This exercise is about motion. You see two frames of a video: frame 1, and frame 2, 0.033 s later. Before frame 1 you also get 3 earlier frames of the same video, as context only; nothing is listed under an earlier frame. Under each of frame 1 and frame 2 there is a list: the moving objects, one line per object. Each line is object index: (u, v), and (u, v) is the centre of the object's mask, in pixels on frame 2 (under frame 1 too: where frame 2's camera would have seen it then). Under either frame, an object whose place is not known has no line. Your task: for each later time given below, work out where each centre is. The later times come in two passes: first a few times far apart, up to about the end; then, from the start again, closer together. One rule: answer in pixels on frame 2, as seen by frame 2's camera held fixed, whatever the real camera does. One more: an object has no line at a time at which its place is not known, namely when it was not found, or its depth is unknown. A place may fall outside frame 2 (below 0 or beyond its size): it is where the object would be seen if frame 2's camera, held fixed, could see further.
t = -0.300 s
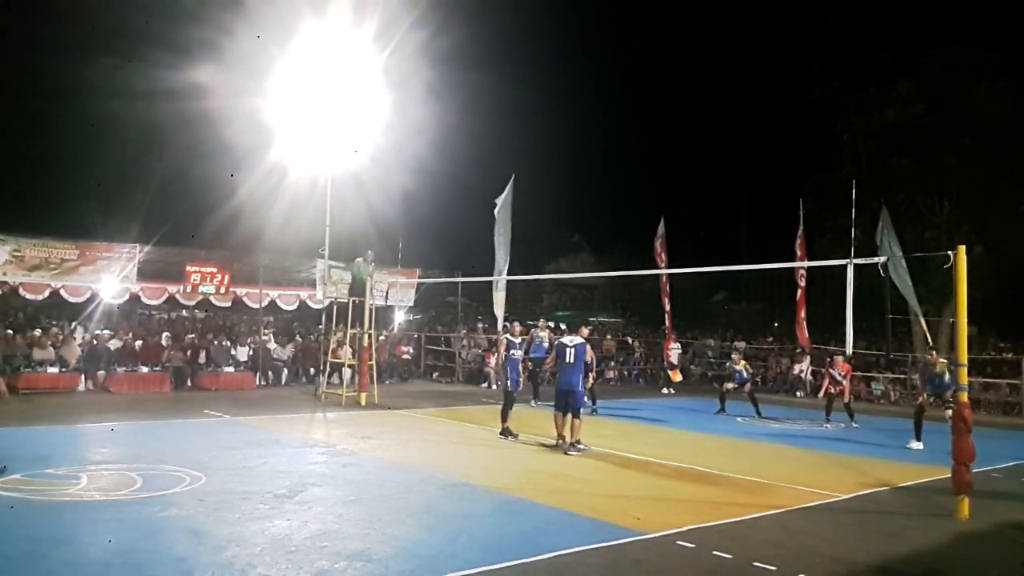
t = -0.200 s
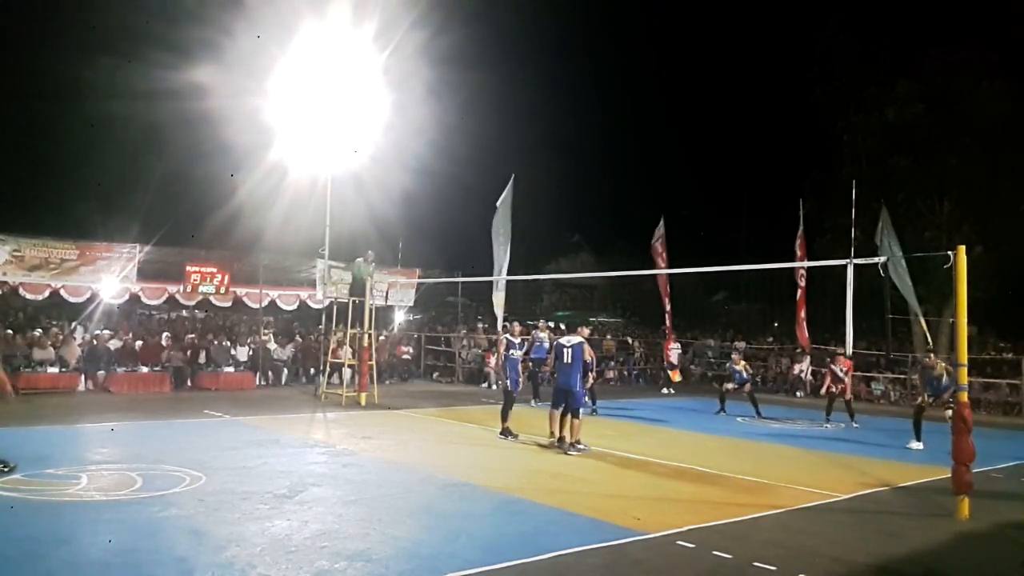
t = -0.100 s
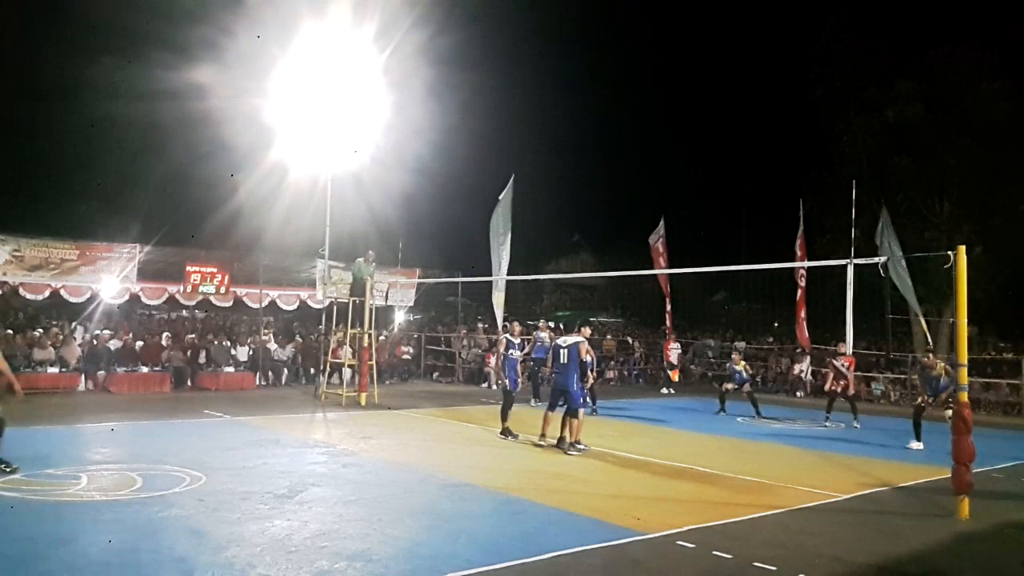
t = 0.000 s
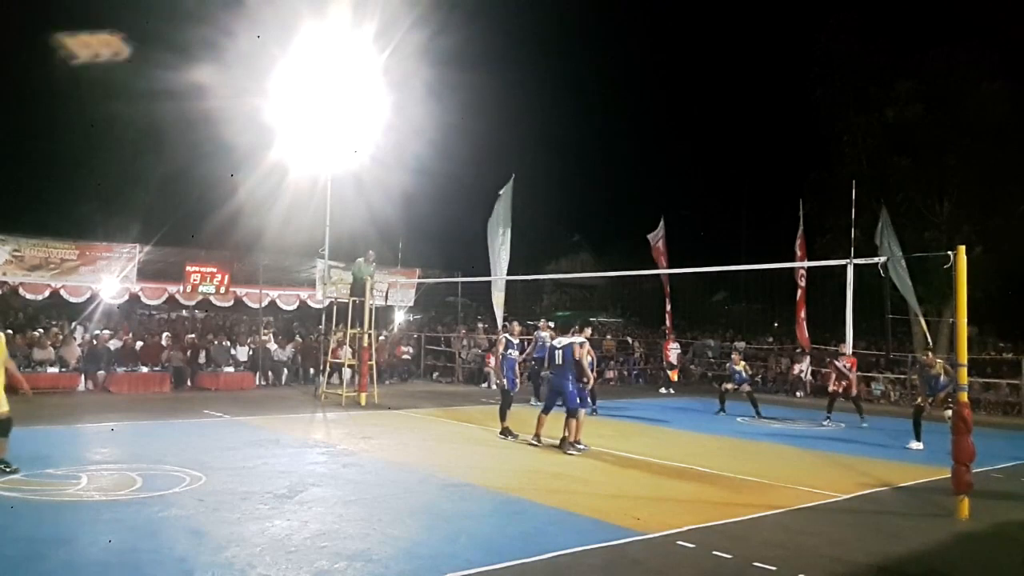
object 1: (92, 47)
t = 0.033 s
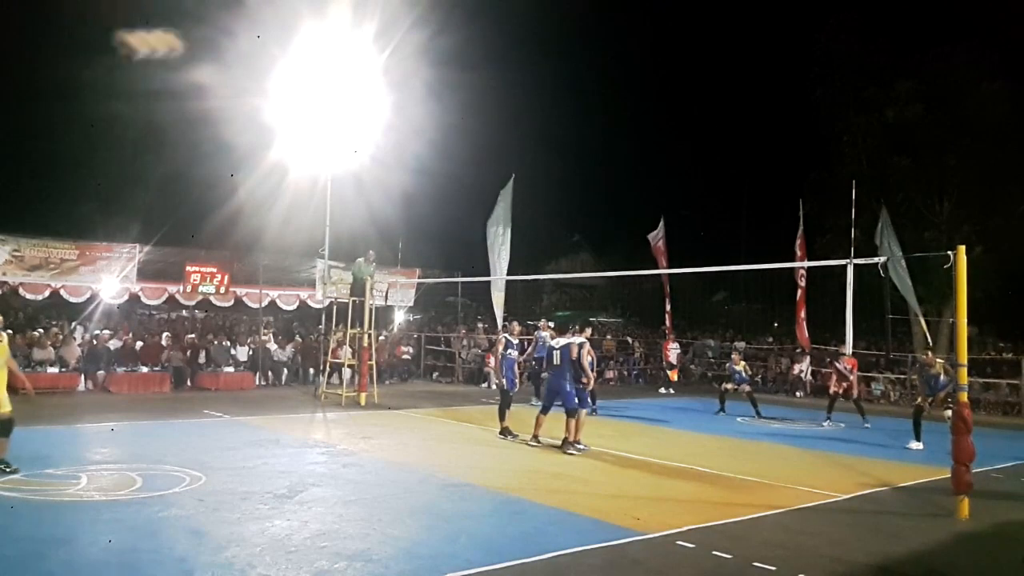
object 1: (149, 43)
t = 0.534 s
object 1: (604, 108)
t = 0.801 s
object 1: (705, 188)
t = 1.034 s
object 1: (762, 275)
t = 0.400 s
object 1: (533, 78)
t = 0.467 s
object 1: (572, 92)
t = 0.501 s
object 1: (588, 100)
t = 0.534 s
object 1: (604, 108)
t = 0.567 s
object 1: (620, 117)
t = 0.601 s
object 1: (634, 126)
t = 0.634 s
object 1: (648, 136)
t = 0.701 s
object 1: (673, 155)
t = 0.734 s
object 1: (685, 166)
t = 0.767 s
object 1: (696, 178)
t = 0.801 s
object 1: (705, 188)
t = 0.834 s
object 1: (715, 200)
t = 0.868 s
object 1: (724, 211)
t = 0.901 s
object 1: (732, 224)
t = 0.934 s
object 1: (740, 236)
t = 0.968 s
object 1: (747, 247)
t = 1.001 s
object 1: (753, 257)
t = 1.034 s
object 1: (762, 275)
